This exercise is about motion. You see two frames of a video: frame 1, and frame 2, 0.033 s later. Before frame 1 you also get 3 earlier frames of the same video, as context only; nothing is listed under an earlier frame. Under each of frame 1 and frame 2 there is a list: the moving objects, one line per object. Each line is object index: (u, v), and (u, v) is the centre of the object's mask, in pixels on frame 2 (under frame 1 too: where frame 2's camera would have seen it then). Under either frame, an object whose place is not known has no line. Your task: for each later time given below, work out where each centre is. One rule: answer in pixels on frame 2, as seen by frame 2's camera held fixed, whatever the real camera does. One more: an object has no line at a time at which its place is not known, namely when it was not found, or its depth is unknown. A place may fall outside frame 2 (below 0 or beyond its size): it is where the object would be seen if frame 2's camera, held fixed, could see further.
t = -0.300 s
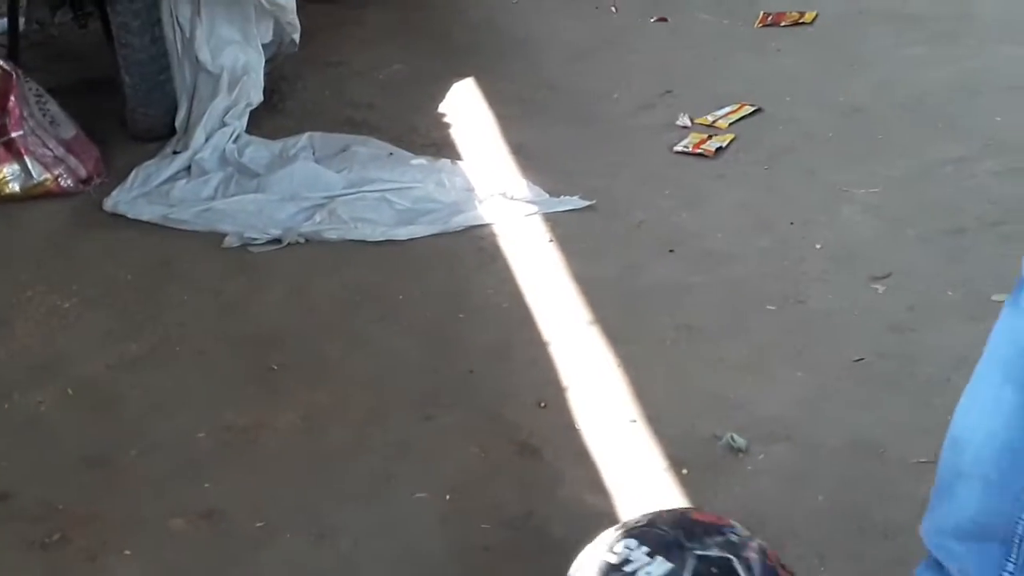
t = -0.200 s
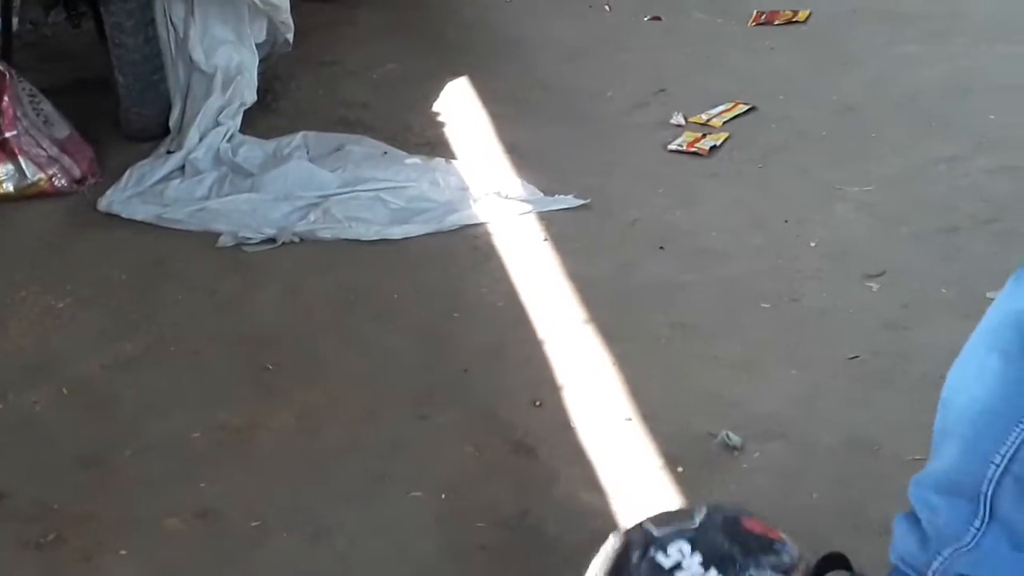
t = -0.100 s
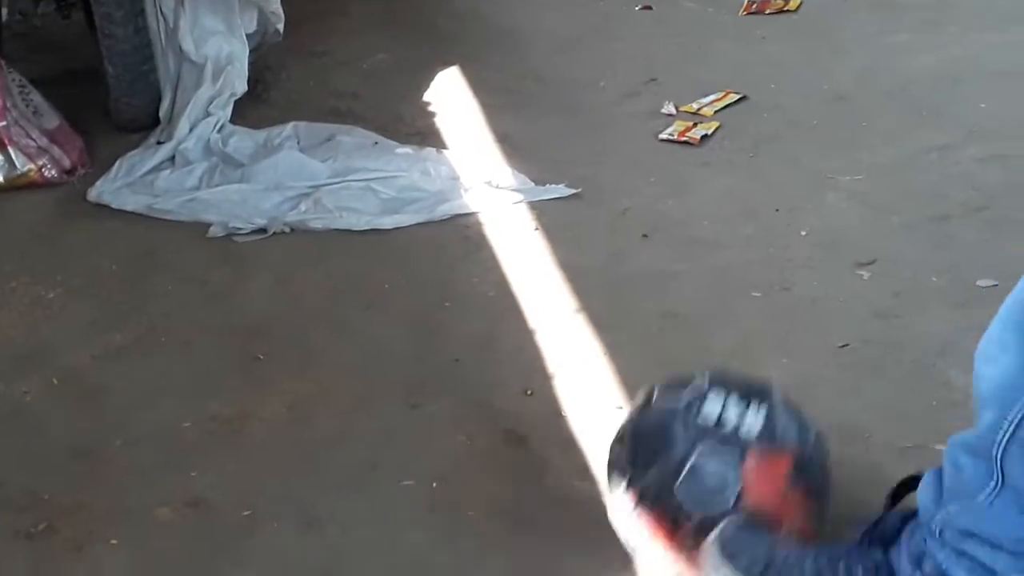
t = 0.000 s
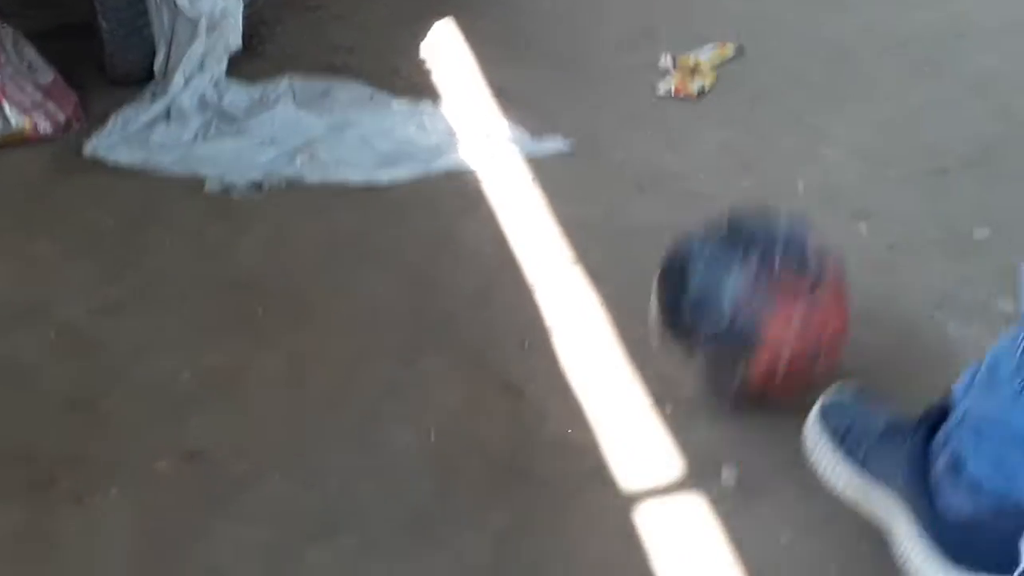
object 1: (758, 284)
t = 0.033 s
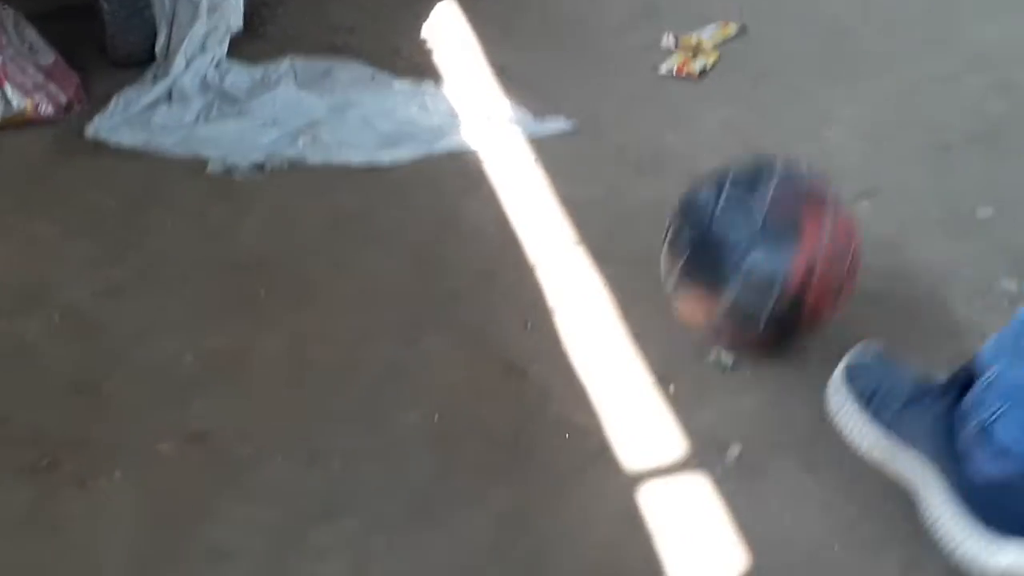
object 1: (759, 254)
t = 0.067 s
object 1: (769, 229)
